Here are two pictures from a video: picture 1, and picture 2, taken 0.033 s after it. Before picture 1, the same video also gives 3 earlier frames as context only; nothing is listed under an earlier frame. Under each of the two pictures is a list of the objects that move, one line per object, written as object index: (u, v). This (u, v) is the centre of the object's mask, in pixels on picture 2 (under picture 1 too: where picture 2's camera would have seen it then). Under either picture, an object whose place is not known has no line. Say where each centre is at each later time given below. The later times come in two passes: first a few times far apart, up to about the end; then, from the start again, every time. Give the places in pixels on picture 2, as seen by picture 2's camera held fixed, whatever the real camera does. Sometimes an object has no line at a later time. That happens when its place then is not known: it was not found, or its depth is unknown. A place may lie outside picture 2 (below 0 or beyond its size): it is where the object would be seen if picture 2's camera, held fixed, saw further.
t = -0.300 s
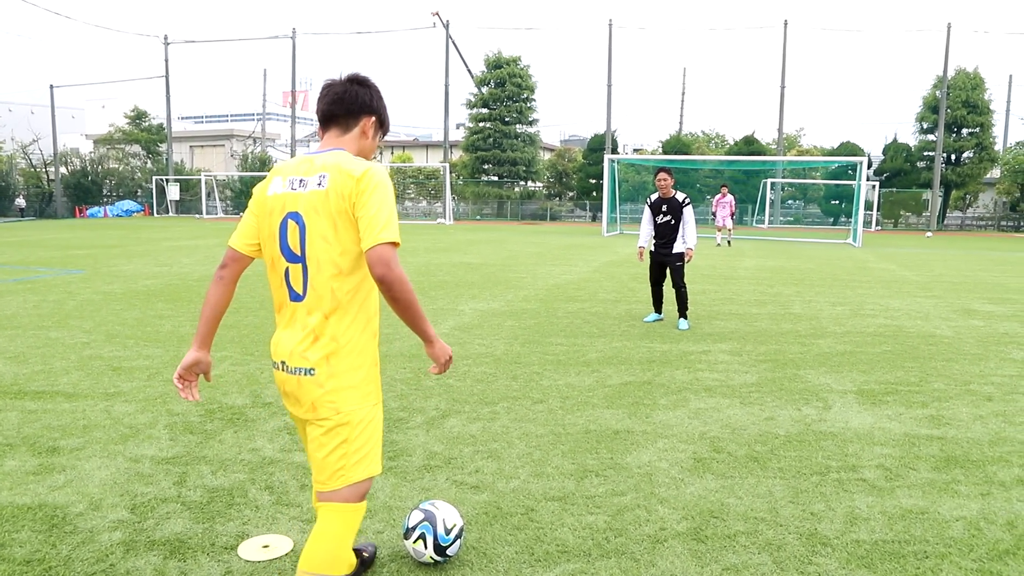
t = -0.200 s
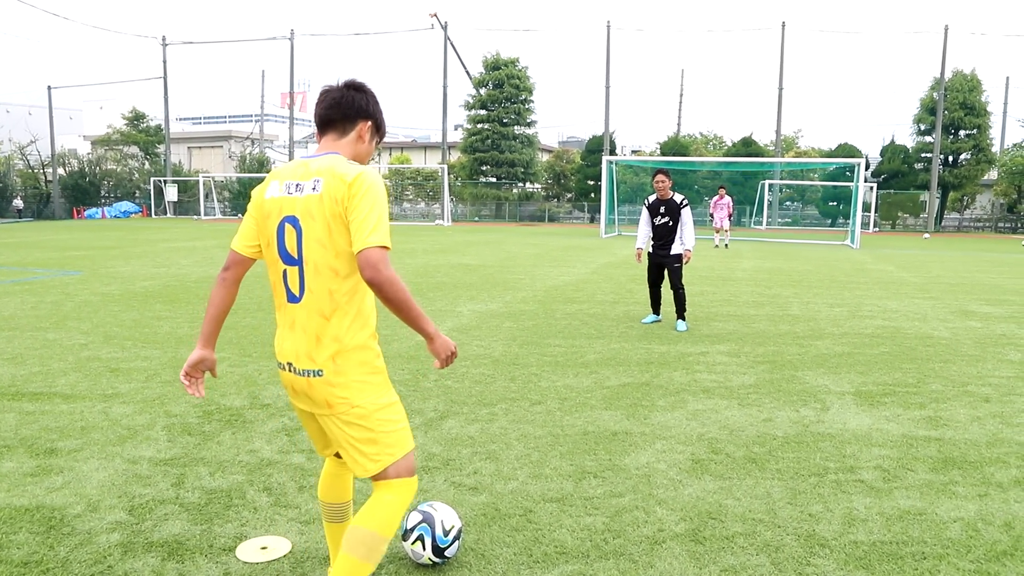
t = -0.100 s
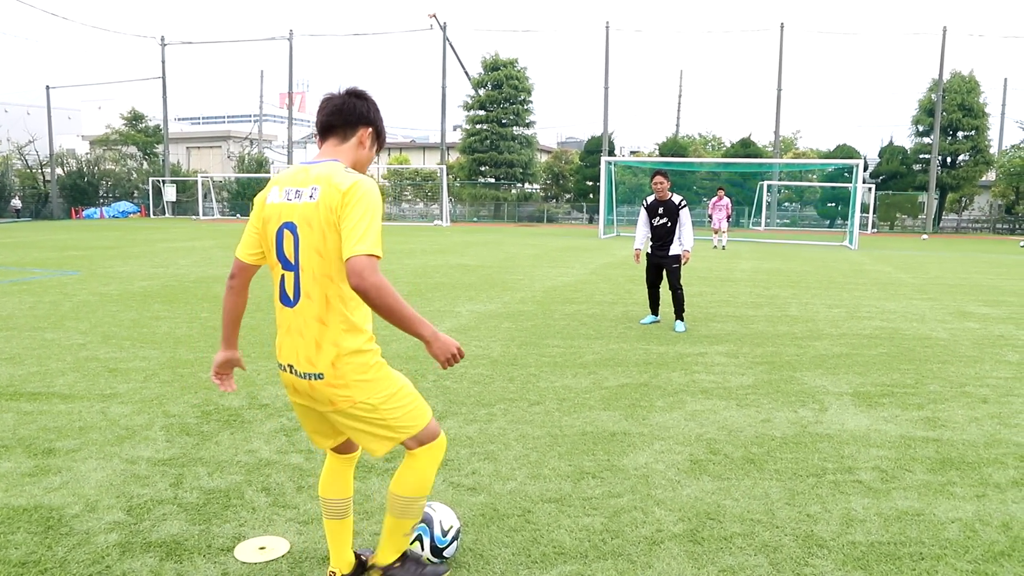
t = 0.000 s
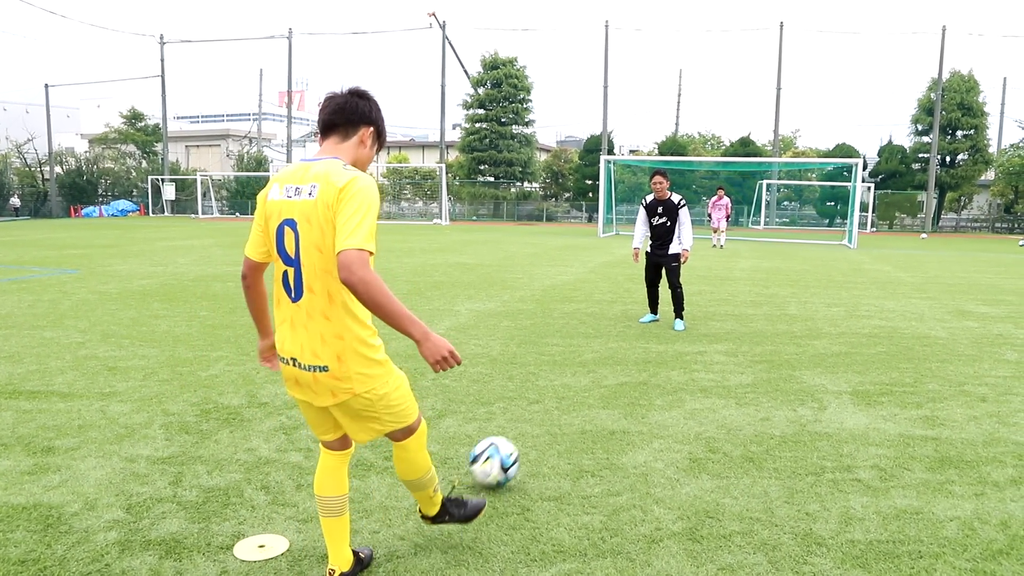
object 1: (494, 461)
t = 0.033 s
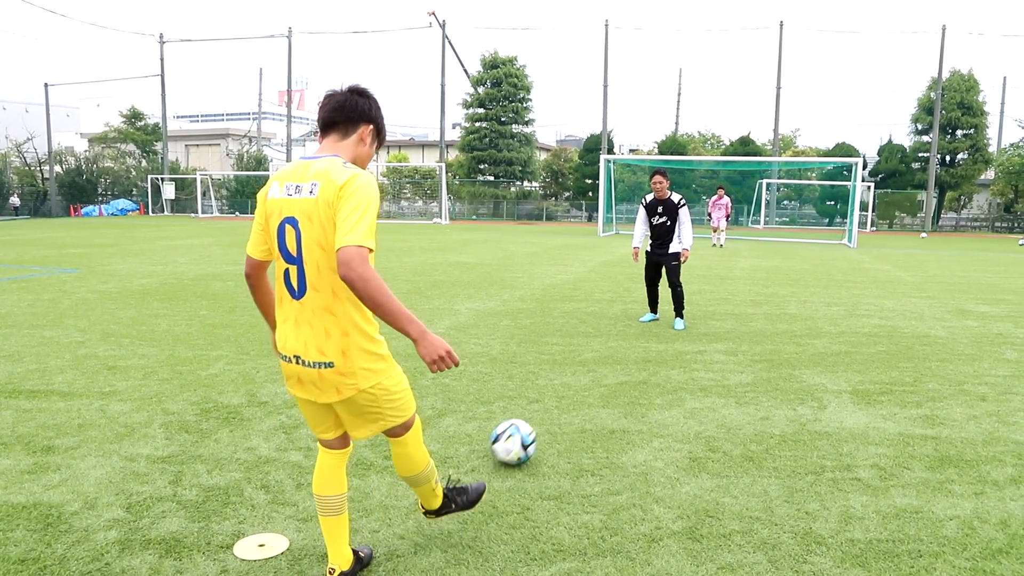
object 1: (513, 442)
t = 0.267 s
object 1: (586, 363)
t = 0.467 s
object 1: (613, 334)
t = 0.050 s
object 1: (522, 434)
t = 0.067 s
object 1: (530, 425)
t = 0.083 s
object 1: (536, 417)
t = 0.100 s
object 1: (542, 410)
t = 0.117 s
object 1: (548, 403)
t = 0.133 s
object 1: (554, 397)
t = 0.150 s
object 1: (559, 392)
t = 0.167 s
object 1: (564, 387)
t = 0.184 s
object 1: (568, 384)
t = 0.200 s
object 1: (572, 380)
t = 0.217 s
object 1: (576, 376)
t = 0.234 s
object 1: (580, 372)
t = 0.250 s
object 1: (583, 367)
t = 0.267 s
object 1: (586, 363)
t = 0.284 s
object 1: (589, 360)
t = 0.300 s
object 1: (592, 357)
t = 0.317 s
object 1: (595, 355)
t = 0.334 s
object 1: (597, 353)
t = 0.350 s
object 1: (599, 350)
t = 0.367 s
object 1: (602, 347)
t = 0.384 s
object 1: (604, 344)
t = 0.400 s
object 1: (606, 342)
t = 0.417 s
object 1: (608, 340)
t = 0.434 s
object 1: (610, 338)
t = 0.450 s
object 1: (611, 336)
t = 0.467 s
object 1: (613, 334)
